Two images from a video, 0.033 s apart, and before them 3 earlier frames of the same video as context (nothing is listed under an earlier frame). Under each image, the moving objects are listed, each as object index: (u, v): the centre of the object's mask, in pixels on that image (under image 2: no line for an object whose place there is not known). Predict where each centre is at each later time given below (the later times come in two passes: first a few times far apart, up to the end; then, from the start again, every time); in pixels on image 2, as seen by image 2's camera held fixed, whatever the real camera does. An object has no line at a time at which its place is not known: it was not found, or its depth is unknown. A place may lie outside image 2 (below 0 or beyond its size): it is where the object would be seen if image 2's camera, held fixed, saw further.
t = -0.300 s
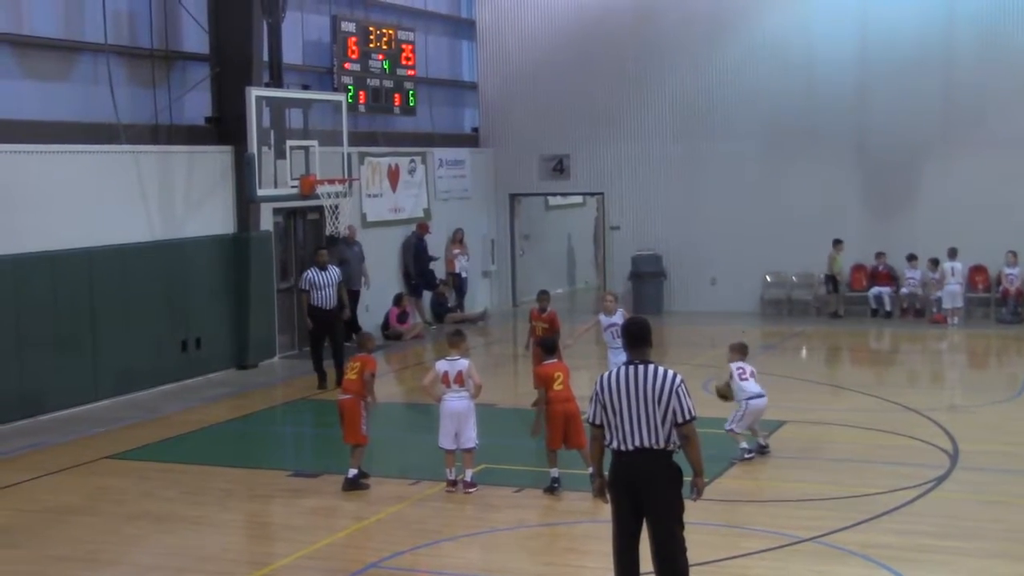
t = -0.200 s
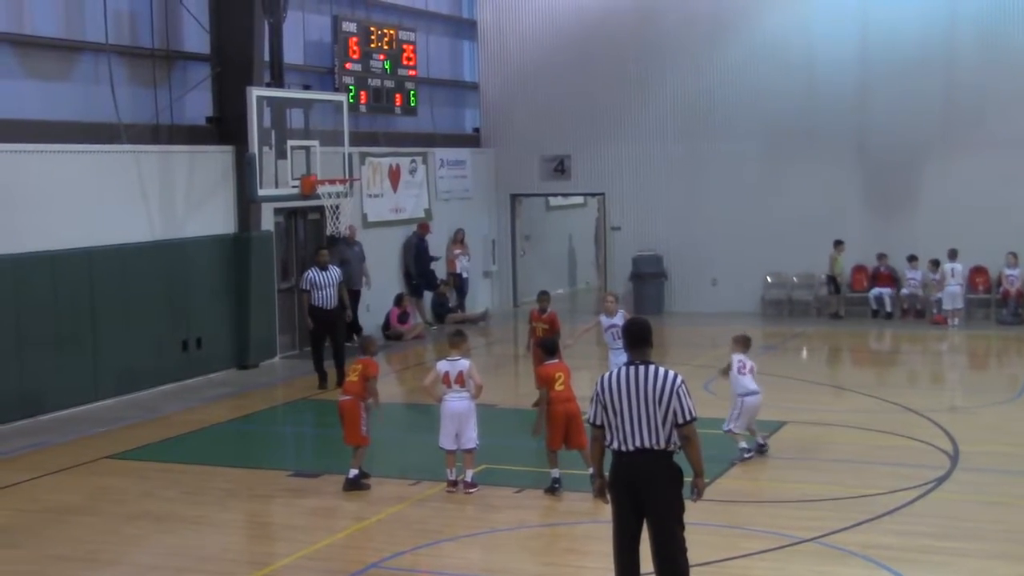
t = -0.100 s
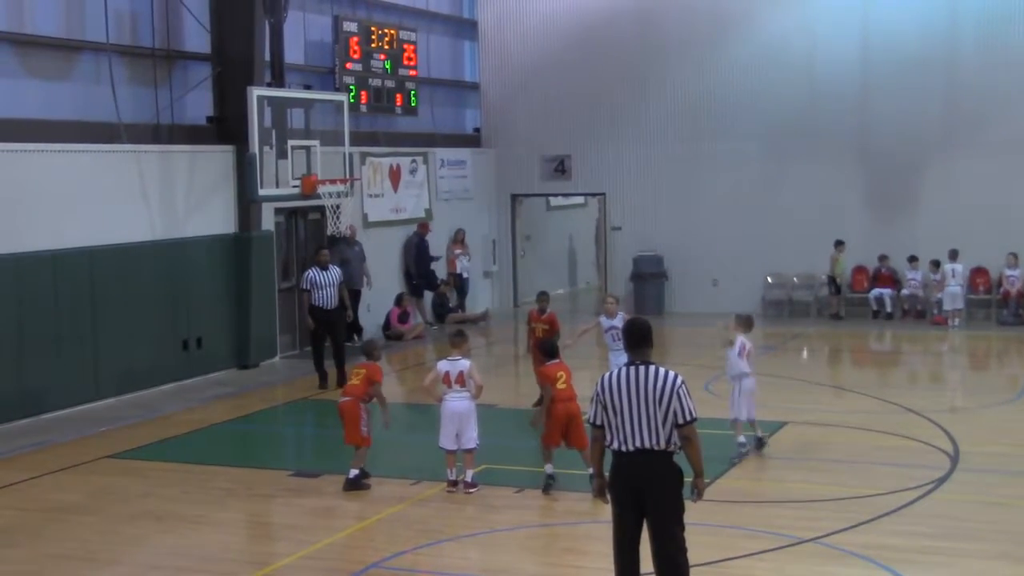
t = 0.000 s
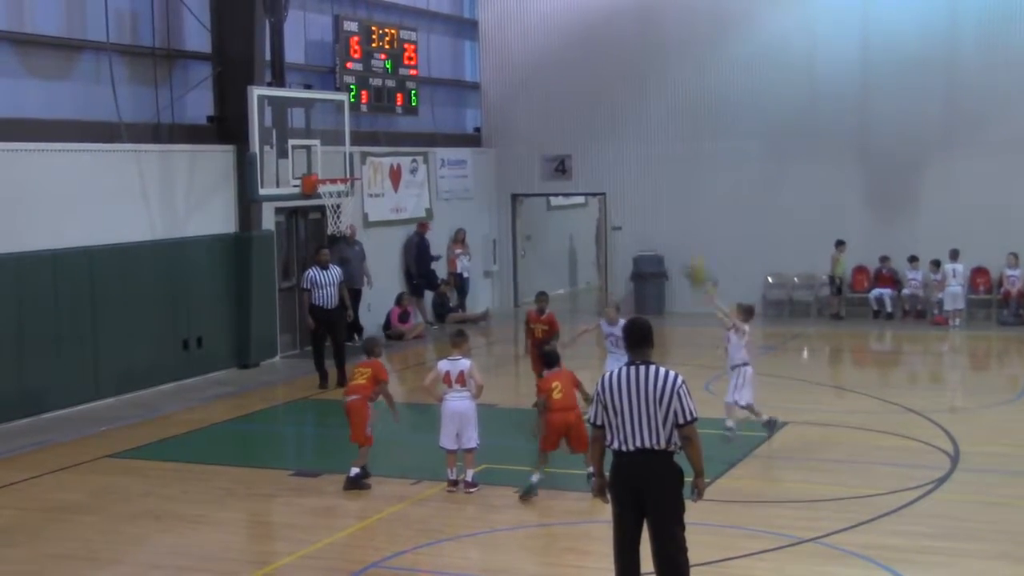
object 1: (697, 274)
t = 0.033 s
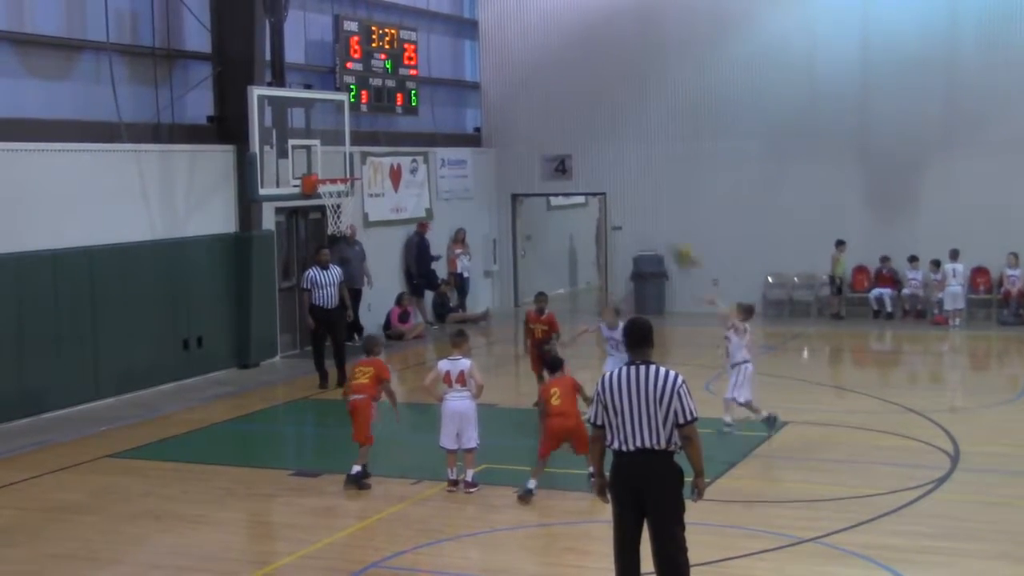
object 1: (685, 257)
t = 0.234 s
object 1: (605, 165)
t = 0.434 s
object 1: (532, 119)
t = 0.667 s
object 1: (451, 114)
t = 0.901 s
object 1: (375, 162)
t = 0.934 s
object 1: (368, 169)
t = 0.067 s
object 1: (671, 240)
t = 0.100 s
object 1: (656, 221)
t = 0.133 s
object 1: (643, 205)
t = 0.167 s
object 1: (631, 191)
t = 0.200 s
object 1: (618, 178)
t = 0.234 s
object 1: (605, 165)
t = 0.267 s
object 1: (592, 156)
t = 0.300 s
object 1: (581, 146)
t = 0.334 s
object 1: (568, 137)
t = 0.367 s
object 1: (555, 129)
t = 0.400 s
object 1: (543, 123)
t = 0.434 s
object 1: (532, 119)
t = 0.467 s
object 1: (520, 114)
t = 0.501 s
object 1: (509, 111)
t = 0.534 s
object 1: (495, 110)
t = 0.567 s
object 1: (485, 109)
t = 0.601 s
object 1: (473, 110)
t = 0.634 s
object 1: (462, 111)
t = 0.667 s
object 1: (451, 114)
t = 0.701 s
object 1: (440, 117)
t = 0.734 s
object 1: (428, 122)
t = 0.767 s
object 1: (418, 125)
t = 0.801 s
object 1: (406, 134)
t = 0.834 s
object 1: (396, 142)
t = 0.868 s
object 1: (387, 150)
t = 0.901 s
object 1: (375, 162)
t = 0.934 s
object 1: (368, 169)
